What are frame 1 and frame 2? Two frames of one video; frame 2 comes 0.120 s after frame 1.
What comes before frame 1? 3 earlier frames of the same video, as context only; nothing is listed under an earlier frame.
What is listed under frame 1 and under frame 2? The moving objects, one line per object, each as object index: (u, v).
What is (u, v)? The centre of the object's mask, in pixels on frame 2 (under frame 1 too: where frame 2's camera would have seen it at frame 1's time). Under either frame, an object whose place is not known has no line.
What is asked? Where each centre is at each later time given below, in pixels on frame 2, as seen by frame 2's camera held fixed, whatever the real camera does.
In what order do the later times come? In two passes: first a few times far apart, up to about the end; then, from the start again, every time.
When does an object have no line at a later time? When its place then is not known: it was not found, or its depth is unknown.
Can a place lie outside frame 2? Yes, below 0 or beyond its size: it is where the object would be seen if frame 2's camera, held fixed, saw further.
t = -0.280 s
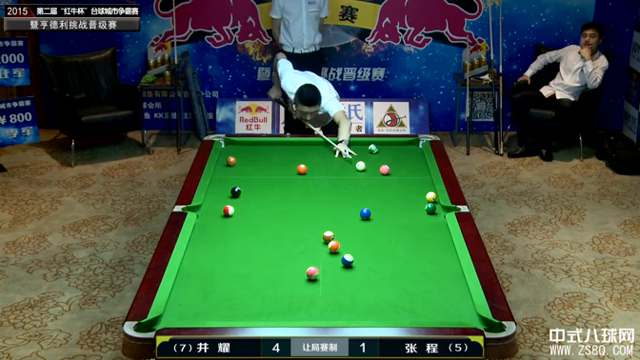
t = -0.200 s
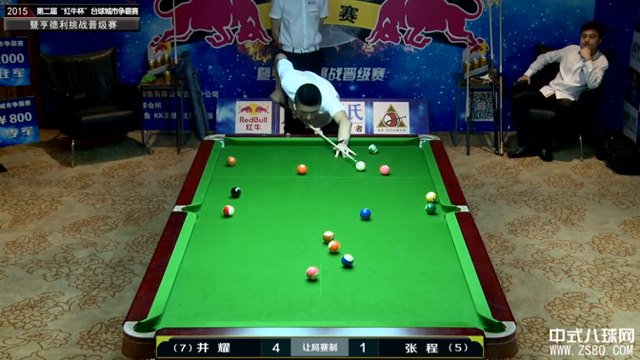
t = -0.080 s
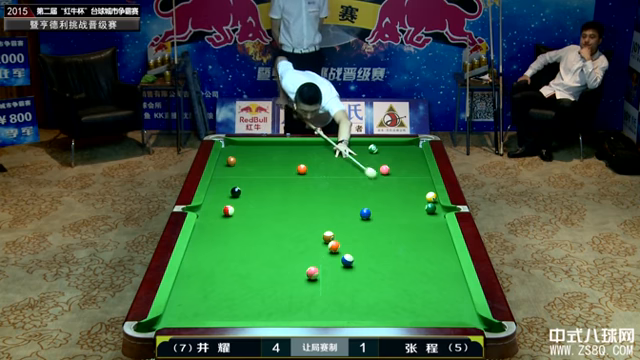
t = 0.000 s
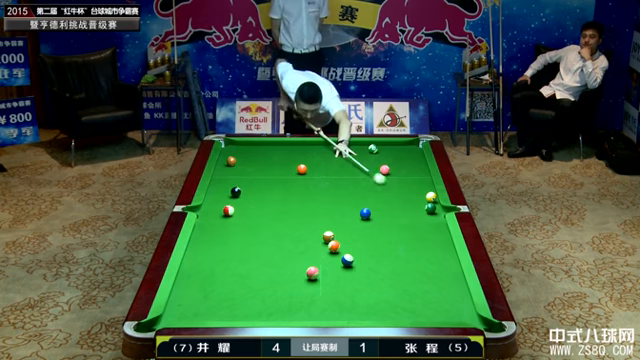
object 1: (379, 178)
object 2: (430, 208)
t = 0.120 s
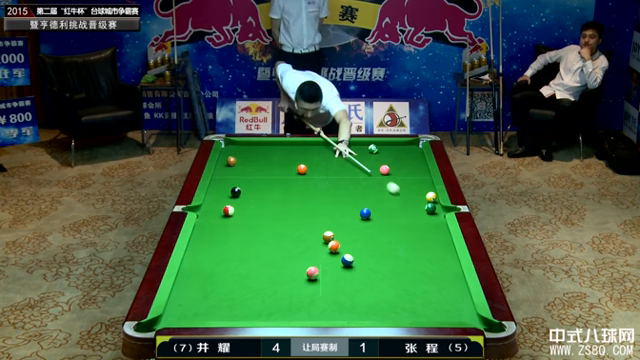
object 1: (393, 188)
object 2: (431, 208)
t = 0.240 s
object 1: (407, 197)
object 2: (431, 208)
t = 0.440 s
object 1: (416, 211)
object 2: (444, 210)
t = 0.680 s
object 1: (413, 226)
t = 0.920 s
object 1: (409, 242)
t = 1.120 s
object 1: (406, 256)
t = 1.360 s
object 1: (403, 274)
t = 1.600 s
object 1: (399, 294)
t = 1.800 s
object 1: (395, 310)
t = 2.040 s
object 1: (389, 312)
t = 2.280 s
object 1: (382, 299)
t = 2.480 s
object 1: (377, 289)
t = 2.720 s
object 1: (370, 278)
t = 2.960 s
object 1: (365, 268)
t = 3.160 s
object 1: (361, 261)
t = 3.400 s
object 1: (356, 252)
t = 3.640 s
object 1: (352, 245)
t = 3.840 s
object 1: (349, 239)
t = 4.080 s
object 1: (345, 233)
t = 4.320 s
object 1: (342, 227)
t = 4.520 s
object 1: (339, 222)
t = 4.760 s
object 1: (337, 218)
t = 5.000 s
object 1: (334, 213)
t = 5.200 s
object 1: (332, 210)
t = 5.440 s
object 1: (331, 207)
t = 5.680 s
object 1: (329, 204)
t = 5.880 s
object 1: (328, 201)
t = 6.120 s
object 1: (327, 199)
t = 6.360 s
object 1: (326, 197)
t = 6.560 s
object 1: (325, 195)
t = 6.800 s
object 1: (324, 194)
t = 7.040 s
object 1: (324, 193)
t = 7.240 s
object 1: (323, 192)
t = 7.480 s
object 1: (323, 191)
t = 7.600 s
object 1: (322, 191)
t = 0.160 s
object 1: (397, 191)
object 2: (431, 208)
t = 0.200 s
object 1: (402, 194)
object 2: (431, 208)
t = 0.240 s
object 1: (407, 197)
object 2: (431, 208)
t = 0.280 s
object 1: (412, 200)
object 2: (431, 208)
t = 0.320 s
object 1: (417, 204)
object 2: (431, 208)
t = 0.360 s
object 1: (419, 207)
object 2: (432, 208)
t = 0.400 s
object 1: (417, 209)
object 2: (438, 209)
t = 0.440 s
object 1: (416, 211)
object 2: (444, 210)
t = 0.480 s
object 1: (415, 214)
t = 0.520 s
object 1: (415, 216)
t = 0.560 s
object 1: (414, 219)
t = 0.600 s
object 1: (414, 221)
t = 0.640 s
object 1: (413, 224)
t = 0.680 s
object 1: (413, 226)
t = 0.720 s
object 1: (412, 229)
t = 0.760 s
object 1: (412, 232)
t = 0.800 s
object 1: (411, 234)
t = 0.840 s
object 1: (410, 237)
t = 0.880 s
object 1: (410, 240)
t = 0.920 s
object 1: (409, 242)
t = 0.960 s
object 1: (409, 245)
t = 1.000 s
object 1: (408, 248)
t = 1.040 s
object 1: (407, 251)
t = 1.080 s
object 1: (407, 253)
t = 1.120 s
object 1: (406, 256)
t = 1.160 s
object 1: (406, 259)
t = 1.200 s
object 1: (405, 262)
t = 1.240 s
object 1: (404, 265)
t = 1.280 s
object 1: (404, 268)
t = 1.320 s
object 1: (403, 271)
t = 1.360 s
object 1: (403, 274)
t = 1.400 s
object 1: (402, 278)
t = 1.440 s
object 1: (401, 281)
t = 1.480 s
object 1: (401, 284)
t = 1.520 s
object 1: (400, 287)
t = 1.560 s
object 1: (400, 290)
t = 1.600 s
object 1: (399, 294)
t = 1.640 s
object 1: (398, 297)
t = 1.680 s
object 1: (397, 300)
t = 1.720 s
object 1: (396, 303)
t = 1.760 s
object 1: (396, 307)
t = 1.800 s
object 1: (395, 310)
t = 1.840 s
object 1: (394, 313)
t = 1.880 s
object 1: (394, 315)
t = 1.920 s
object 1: (392, 316)
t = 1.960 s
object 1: (391, 315)
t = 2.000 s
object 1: (390, 313)
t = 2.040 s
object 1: (389, 312)
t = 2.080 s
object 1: (388, 310)
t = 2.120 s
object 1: (387, 308)
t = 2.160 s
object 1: (385, 305)
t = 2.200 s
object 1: (384, 303)
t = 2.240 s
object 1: (383, 301)
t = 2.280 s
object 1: (382, 299)
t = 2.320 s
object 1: (381, 297)
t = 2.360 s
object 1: (380, 295)
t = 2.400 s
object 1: (379, 293)
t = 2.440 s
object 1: (378, 291)
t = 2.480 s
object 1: (377, 289)
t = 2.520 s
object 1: (376, 287)
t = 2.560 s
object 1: (374, 286)
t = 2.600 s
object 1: (373, 284)
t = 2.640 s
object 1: (372, 282)
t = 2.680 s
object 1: (371, 280)
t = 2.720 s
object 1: (370, 278)
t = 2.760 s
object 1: (369, 277)
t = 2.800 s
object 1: (369, 275)
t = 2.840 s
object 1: (368, 273)
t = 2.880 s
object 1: (367, 272)
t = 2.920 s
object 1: (366, 270)
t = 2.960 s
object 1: (365, 268)
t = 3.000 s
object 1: (364, 267)
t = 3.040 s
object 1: (363, 266)
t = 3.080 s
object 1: (363, 264)
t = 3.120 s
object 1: (362, 262)
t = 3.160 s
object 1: (361, 261)
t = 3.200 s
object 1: (360, 260)
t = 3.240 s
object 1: (359, 258)
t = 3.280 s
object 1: (359, 256)
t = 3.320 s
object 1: (358, 255)
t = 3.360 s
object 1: (357, 254)
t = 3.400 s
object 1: (356, 252)
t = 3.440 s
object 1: (355, 251)
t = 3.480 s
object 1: (355, 250)
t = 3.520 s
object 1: (354, 249)
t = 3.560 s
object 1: (353, 247)
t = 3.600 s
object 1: (352, 246)
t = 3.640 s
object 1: (352, 245)
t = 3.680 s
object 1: (351, 244)
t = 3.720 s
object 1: (350, 243)
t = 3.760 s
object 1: (350, 241)
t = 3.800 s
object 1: (349, 240)
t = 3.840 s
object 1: (349, 239)
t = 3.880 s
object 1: (348, 238)
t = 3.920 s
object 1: (347, 237)
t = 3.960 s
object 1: (347, 236)
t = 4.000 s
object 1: (346, 235)
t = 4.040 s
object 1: (346, 234)
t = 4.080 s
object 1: (345, 233)
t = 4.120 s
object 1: (345, 232)
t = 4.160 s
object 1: (344, 231)
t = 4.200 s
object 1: (343, 230)
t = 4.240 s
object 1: (343, 229)
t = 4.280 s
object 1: (342, 228)
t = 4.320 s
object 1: (342, 227)
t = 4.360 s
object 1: (341, 226)
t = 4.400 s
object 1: (341, 225)
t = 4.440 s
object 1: (340, 224)
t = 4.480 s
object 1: (340, 223)
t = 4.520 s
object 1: (339, 222)
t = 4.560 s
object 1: (339, 222)
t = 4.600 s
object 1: (338, 221)
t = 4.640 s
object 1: (338, 220)
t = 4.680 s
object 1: (338, 219)
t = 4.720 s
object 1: (337, 218)
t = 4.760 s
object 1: (337, 218)
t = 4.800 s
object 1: (336, 217)
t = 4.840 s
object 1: (336, 216)
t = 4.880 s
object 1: (335, 215)
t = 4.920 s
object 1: (335, 215)
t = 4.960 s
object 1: (335, 214)
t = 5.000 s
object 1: (334, 213)
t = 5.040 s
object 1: (334, 213)
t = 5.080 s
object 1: (334, 212)
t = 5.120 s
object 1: (333, 212)
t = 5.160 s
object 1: (333, 211)
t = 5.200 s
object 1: (332, 210)
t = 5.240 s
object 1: (332, 209)
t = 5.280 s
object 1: (332, 209)
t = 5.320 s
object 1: (331, 208)
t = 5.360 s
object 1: (331, 208)
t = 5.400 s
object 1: (331, 207)
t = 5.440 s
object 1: (331, 207)
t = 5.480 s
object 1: (330, 206)
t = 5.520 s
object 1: (330, 206)
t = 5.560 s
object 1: (330, 205)
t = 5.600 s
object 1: (329, 205)
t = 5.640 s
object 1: (329, 204)
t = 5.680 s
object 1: (329, 204)
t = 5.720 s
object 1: (329, 203)
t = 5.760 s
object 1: (328, 203)
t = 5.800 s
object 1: (328, 202)
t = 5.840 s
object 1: (328, 201)
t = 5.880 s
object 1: (328, 201)
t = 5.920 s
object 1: (328, 201)
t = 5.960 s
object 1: (327, 200)
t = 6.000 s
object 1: (327, 200)
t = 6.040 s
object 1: (327, 199)
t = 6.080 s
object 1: (327, 199)
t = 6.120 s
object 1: (327, 199)
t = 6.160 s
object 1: (326, 199)
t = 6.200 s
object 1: (326, 198)
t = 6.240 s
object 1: (326, 198)
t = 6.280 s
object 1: (326, 197)
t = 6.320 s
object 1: (326, 197)
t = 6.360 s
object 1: (326, 197)
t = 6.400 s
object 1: (326, 196)
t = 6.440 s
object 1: (325, 196)
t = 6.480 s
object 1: (325, 196)
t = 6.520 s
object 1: (325, 196)
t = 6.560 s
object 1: (325, 195)
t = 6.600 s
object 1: (325, 195)
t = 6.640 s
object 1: (325, 195)
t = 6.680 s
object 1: (325, 194)
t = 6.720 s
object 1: (325, 194)
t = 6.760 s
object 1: (324, 194)
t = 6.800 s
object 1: (324, 194)
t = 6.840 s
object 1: (324, 194)
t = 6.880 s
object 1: (324, 193)
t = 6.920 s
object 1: (324, 193)
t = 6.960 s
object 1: (324, 193)
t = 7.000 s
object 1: (324, 193)
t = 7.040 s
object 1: (324, 193)
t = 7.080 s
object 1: (324, 193)
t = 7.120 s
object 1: (323, 193)
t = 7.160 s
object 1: (323, 193)
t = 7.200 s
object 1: (323, 192)
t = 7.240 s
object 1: (323, 192)
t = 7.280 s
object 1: (323, 192)
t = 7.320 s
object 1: (323, 192)
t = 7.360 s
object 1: (323, 192)
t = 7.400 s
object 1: (323, 192)
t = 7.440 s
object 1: (323, 192)
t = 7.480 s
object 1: (323, 191)
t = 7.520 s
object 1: (323, 191)
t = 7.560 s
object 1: (323, 191)
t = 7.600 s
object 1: (322, 191)
